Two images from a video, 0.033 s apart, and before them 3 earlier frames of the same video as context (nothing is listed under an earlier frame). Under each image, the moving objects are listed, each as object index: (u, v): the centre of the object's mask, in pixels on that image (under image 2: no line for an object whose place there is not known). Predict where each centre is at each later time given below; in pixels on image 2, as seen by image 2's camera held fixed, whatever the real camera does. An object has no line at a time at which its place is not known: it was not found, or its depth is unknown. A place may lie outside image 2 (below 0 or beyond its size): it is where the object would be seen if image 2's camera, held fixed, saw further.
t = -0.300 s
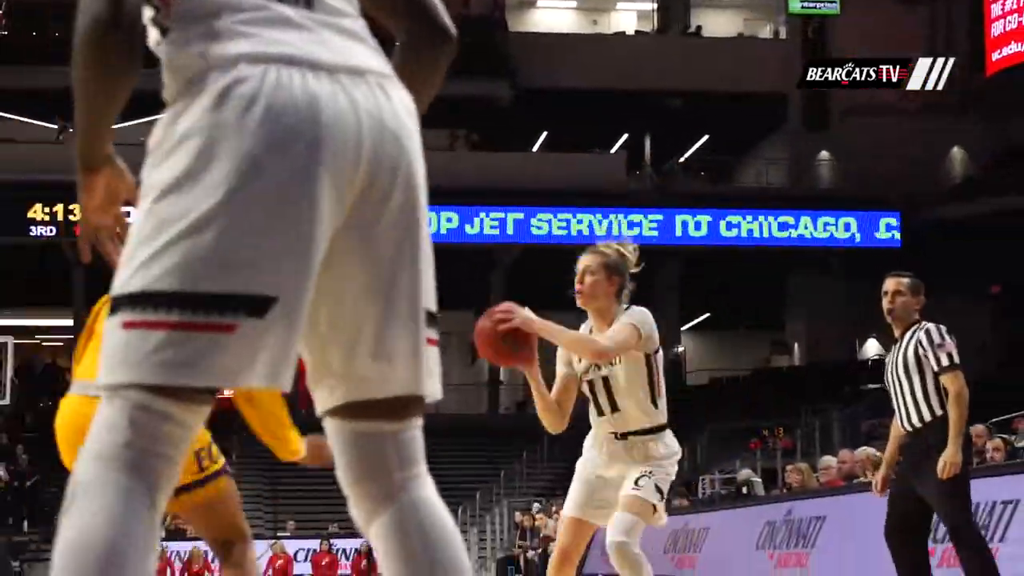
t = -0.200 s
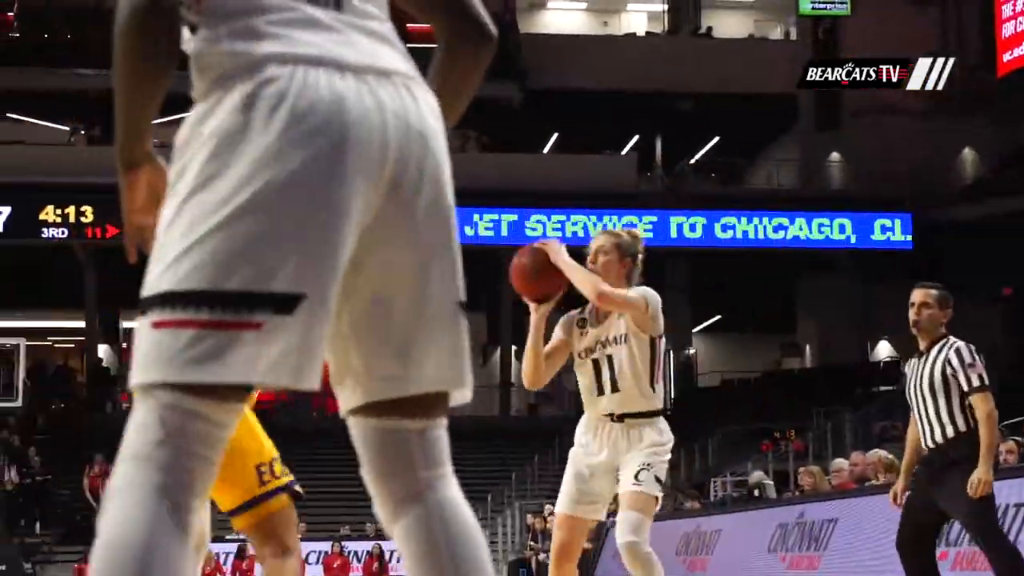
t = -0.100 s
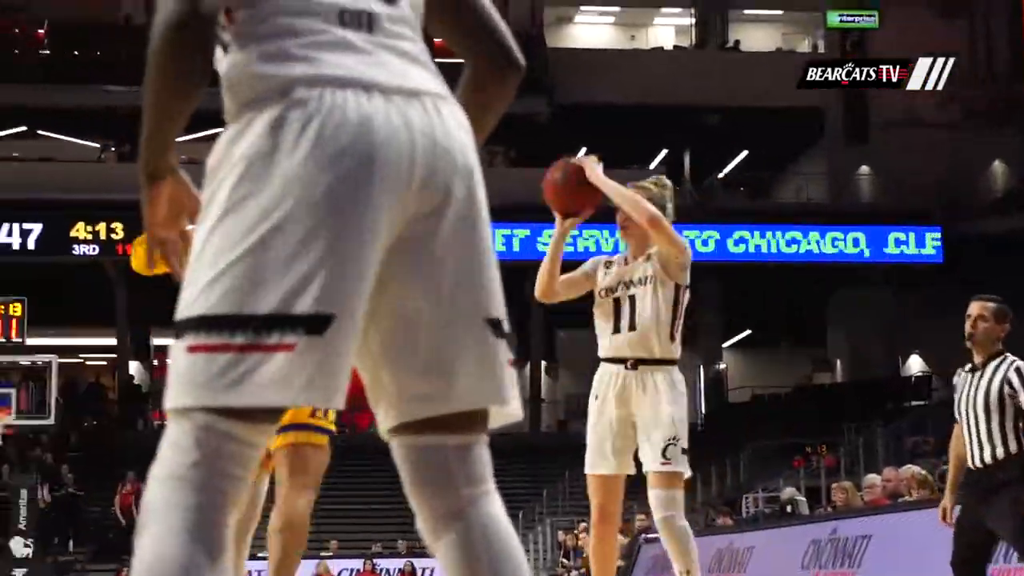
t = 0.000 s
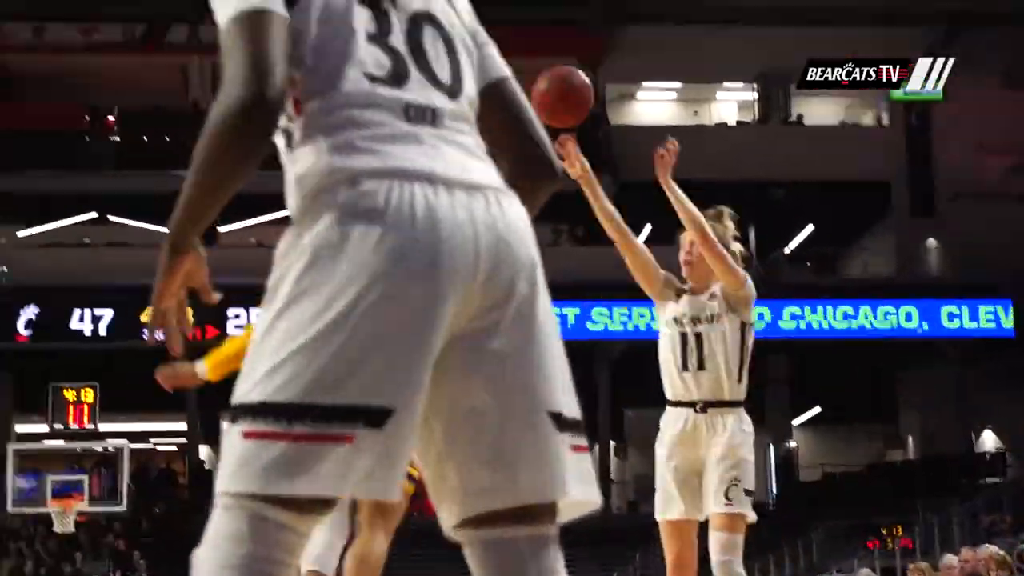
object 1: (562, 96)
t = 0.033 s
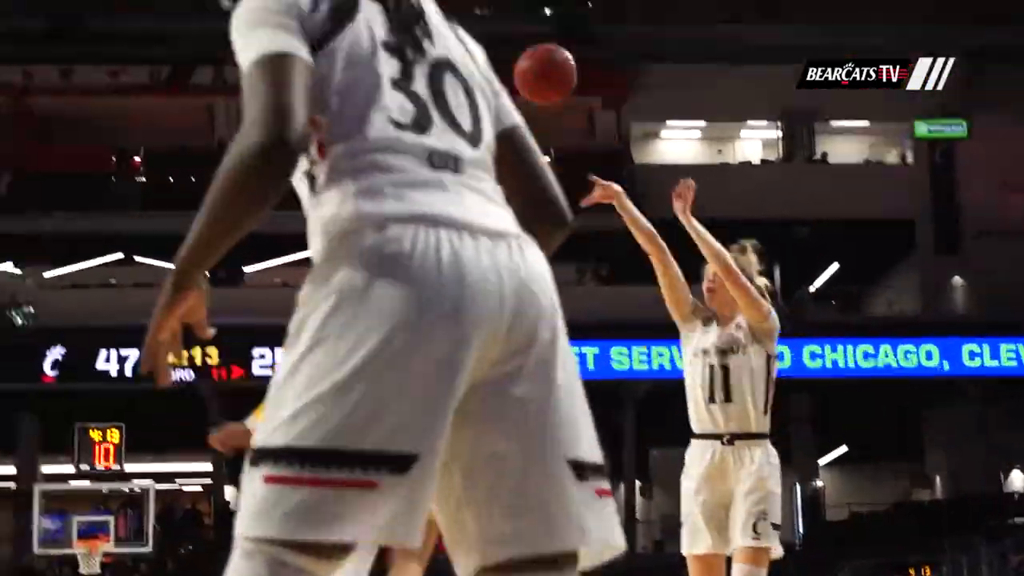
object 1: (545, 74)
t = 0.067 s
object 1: (506, 9)
